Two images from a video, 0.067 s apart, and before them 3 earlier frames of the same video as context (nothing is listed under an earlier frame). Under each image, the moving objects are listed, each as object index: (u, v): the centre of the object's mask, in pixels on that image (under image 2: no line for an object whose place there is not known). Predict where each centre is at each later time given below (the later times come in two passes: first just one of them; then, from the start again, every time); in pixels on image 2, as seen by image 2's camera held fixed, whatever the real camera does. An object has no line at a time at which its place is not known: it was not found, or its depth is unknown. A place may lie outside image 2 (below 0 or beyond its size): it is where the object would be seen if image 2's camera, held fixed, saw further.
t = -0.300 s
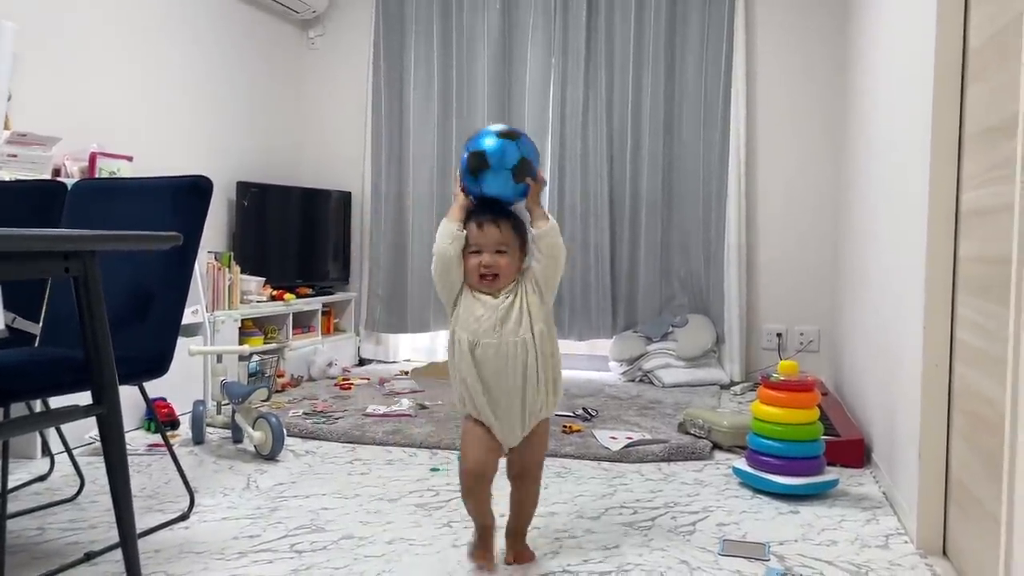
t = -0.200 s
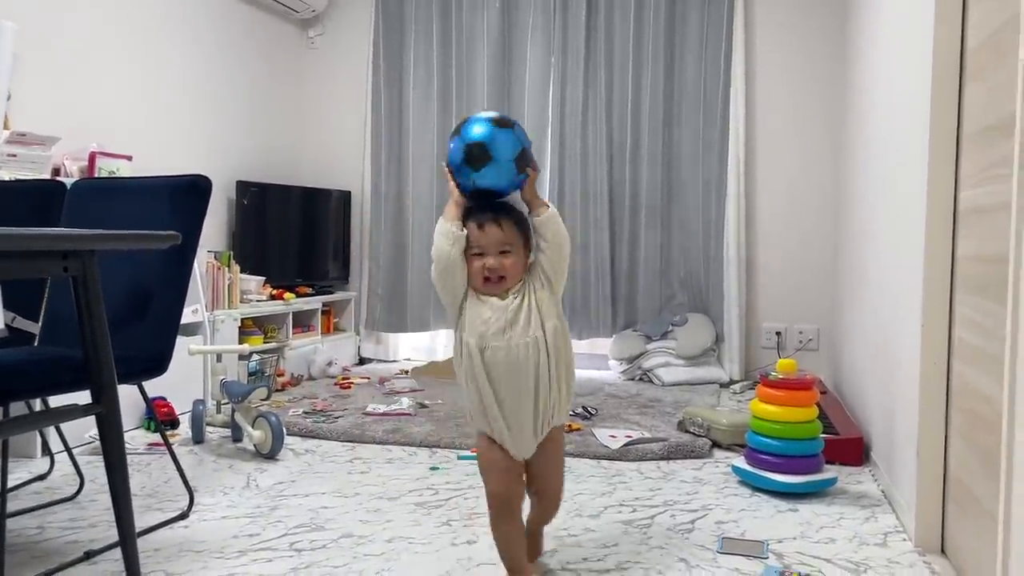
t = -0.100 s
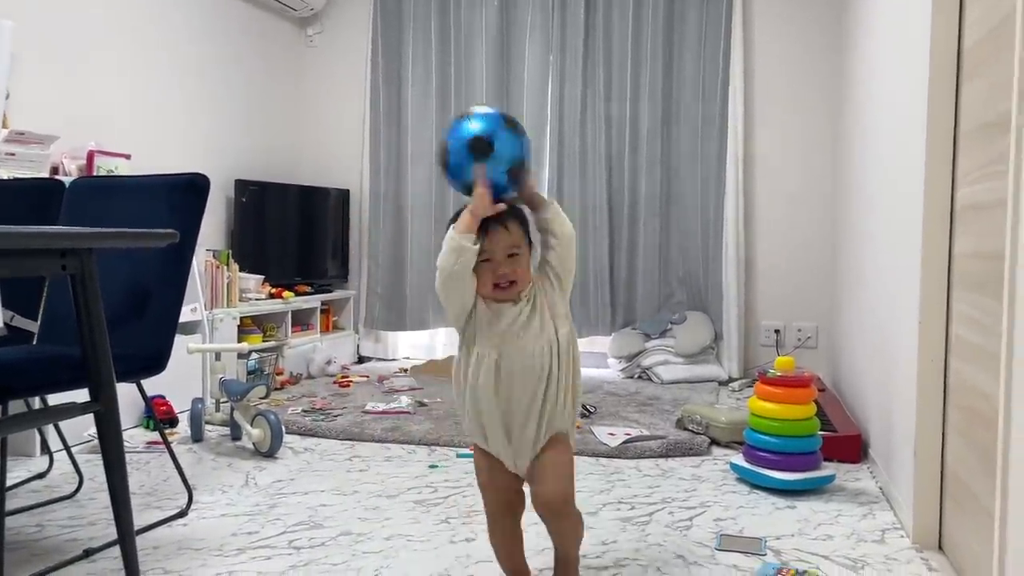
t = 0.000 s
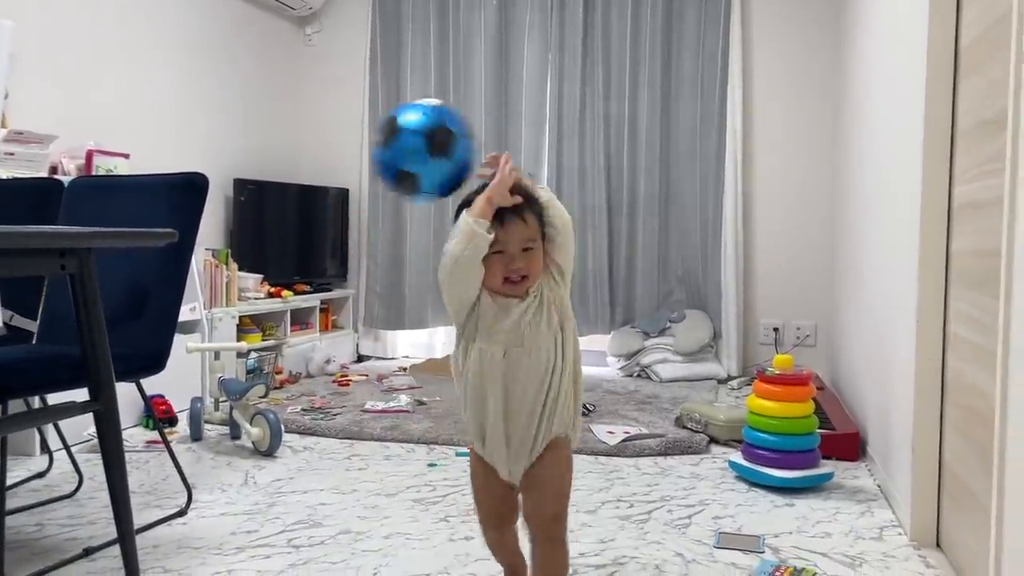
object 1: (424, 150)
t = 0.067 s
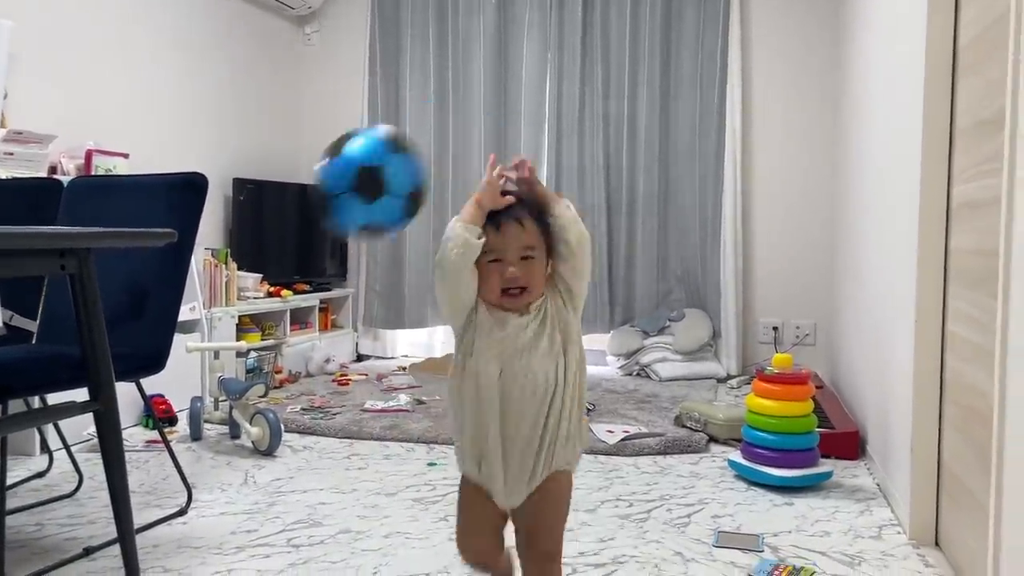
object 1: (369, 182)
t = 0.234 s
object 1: (198, 437)
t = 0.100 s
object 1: (338, 214)
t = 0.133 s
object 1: (309, 247)
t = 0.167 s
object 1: (278, 295)
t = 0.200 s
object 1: (239, 363)
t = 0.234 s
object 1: (198, 437)
